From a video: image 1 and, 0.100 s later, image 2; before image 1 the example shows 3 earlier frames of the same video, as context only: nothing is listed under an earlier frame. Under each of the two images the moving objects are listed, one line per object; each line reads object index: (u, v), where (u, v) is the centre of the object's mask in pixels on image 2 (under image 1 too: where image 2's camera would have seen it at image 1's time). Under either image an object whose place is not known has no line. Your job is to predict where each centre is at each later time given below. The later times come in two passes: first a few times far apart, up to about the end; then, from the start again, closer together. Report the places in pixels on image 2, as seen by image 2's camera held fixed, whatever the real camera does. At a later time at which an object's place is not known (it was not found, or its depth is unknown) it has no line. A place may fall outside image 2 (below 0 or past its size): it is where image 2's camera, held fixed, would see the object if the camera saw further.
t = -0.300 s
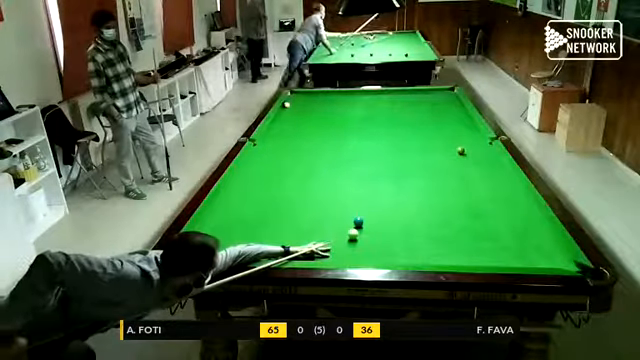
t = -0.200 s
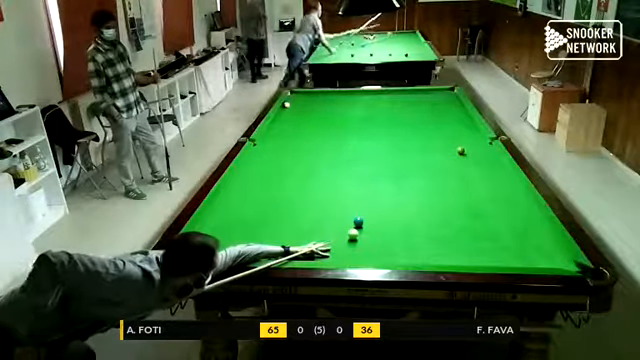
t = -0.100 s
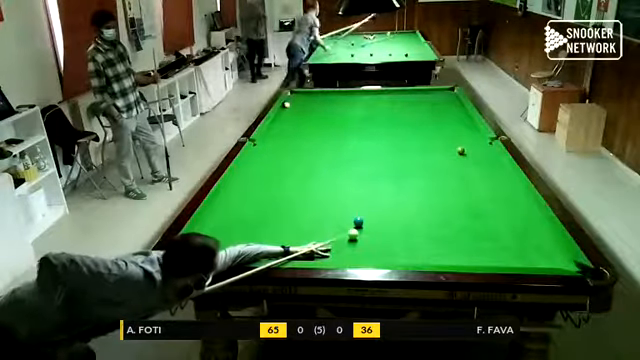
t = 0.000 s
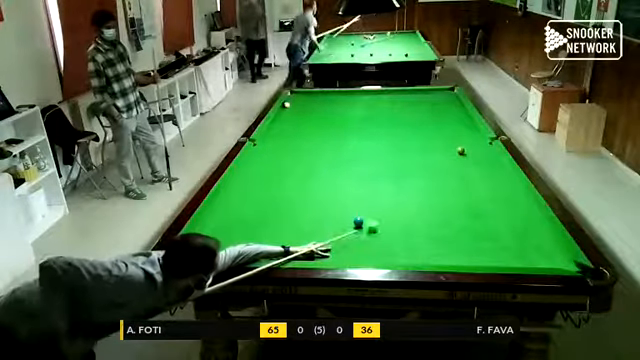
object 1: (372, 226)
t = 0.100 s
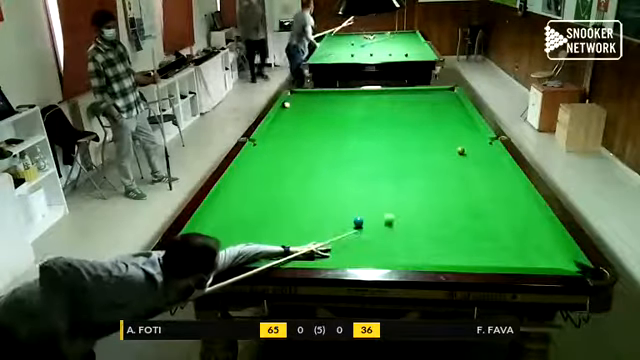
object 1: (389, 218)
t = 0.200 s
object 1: (403, 212)
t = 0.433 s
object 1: (437, 196)
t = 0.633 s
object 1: (463, 185)
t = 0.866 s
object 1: (489, 173)
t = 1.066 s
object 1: (496, 166)
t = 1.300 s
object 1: (473, 159)
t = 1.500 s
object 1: (456, 155)
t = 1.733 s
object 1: (436, 149)
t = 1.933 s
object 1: (421, 145)
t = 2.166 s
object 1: (406, 140)
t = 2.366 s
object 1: (394, 136)
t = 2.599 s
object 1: (381, 132)
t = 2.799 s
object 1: (372, 130)
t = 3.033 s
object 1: (361, 126)
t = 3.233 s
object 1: (352, 124)
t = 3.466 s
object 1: (343, 121)
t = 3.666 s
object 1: (336, 119)
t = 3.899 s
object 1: (329, 117)
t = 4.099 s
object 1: (323, 115)
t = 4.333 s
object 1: (316, 113)
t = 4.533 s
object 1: (311, 112)
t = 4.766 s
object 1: (306, 110)
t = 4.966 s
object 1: (302, 109)
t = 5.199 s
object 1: (296, 108)
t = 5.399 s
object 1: (295, 107)
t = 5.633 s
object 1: (289, 106)
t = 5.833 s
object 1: (289, 106)
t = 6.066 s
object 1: (287, 105)
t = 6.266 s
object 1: (287, 105)
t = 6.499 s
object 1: (286, 105)
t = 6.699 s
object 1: (286, 105)
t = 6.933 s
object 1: (286, 105)
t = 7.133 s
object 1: (286, 105)
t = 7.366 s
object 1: (286, 105)
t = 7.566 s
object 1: (286, 105)
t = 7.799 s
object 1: (286, 105)
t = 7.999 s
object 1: (286, 105)
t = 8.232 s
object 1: (286, 105)
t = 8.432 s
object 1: (286, 105)
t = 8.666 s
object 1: (286, 105)
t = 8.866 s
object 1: (286, 105)
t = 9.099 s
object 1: (286, 105)
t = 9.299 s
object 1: (286, 105)
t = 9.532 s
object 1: (286, 105)
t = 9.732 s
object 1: (286, 105)
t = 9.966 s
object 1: (286, 105)
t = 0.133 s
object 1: (393, 217)
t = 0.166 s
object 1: (398, 214)
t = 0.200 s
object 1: (403, 212)
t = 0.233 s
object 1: (408, 209)
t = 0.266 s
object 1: (414, 207)
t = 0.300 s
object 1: (419, 205)
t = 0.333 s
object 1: (423, 203)
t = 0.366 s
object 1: (428, 201)
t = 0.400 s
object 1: (433, 198)
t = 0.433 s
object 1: (437, 196)
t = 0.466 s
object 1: (442, 195)
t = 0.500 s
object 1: (446, 193)
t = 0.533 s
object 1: (451, 191)
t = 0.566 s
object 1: (454, 189)
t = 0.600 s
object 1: (458, 187)
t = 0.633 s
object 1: (463, 185)
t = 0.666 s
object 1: (466, 183)
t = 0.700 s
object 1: (471, 182)
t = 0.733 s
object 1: (475, 180)
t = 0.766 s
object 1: (478, 178)
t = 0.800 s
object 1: (482, 177)
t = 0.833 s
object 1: (485, 175)
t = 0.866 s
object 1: (489, 173)
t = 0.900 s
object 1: (493, 172)
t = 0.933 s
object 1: (496, 171)
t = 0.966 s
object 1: (500, 169)
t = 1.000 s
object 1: (503, 168)
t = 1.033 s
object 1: (500, 167)
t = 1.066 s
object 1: (496, 166)
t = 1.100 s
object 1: (493, 165)
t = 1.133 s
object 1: (489, 164)
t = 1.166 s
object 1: (486, 163)
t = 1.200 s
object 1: (483, 162)
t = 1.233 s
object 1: (480, 161)
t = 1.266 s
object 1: (475, 159)
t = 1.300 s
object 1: (473, 159)
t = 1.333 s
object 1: (471, 158)
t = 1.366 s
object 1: (467, 157)
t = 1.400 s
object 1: (466, 157)
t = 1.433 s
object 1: (461, 156)
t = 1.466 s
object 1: (458, 155)
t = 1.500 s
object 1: (456, 155)
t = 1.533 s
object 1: (452, 154)
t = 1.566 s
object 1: (450, 153)
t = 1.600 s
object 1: (447, 152)
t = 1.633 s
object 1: (444, 151)
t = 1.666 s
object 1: (442, 150)
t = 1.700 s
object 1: (439, 150)
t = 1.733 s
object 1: (436, 149)
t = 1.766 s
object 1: (433, 149)
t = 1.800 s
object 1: (431, 147)
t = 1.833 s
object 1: (429, 147)
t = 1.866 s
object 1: (426, 146)
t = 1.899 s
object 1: (424, 145)
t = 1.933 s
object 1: (421, 145)
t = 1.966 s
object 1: (419, 144)
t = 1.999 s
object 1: (417, 143)
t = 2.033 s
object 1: (414, 142)
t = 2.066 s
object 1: (413, 142)
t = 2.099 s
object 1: (410, 141)
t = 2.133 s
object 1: (408, 141)
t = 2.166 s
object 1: (406, 140)
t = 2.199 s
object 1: (404, 139)
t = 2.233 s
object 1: (402, 139)
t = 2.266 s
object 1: (399, 138)
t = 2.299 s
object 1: (397, 137)
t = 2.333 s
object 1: (395, 137)
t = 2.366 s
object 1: (394, 136)
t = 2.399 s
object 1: (392, 136)
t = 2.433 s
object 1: (390, 135)
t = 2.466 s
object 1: (388, 135)
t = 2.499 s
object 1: (386, 134)
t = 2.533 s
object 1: (384, 133)
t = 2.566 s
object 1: (382, 133)
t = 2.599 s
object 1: (381, 132)
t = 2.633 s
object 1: (379, 133)
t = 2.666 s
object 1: (378, 132)
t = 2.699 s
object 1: (376, 131)
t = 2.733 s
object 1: (374, 131)
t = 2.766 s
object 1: (373, 131)
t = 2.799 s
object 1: (372, 130)
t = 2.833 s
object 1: (370, 129)
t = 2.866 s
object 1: (368, 129)
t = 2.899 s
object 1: (367, 129)
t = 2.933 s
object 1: (364, 128)
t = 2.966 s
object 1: (363, 127)
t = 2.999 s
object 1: (363, 127)
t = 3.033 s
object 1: (361, 126)
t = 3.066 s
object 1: (358, 126)
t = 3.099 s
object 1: (358, 126)
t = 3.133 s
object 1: (357, 125)
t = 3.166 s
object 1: (356, 125)
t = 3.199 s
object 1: (353, 124)
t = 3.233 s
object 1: (352, 124)
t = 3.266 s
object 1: (351, 124)
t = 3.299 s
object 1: (350, 124)
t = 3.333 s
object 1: (349, 123)
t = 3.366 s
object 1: (348, 123)
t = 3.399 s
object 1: (346, 122)
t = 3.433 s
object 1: (345, 122)
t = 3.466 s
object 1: (343, 121)
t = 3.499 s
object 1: (343, 121)
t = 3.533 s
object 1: (341, 121)
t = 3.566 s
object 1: (341, 120)
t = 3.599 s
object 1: (339, 120)
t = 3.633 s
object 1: (337, 119)
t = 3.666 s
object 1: (336, 119)
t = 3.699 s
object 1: (335, 119)
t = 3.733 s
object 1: (334, 119)
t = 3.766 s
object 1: (333, 118)
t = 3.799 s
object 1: (332, 118)
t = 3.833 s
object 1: (331, 118)
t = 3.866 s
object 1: (330, 117)
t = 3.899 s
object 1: (329, 117)
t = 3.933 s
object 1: (328, 117)
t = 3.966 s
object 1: (327, 116)
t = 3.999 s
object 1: (326, 116)
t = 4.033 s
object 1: (324, 116)
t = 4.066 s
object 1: (323, 116)
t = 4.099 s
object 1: (323, 115)
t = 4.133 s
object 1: (322, 115)
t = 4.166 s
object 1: (321, 115)
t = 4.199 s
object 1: (318, 114)
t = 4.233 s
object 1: (318, 114)
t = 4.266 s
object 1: (318, 114)
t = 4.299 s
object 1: (316, 113)
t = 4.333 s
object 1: (316, 113)
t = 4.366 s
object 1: (316, 113)
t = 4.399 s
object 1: (315, 113)
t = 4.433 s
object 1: (314, 112)
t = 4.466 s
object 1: (314, 112)
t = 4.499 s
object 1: (312, 112)
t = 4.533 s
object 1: (311, 112)
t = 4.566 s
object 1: (311, 112)
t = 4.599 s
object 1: (310, 112)
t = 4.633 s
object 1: (309, 112)
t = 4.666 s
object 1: (308, 111)
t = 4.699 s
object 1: (308, 111)
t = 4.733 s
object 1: (306, 110)
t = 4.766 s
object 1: (306, 110)
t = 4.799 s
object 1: (305, 110)
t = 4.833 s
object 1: (304, 110)
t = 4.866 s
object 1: (302, 110)
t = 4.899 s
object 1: (302, 109)
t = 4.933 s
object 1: (302, 109)
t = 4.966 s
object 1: (302, 109)
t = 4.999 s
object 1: (302, 109)
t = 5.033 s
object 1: (300, 109)
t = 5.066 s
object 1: (299, 109)
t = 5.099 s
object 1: (299, 109)
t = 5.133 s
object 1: (298, 109)
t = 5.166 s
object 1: (298, 109)
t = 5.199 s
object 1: (296, 108)
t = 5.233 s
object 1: (295, 108)
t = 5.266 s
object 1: (295, 108)
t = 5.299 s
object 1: (295, 107)
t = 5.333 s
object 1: (295, 107)
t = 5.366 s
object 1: (295, 107)
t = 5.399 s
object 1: (295, 107)
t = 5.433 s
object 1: (294, 107)
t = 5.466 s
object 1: (292, 107)
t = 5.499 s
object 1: (292, 107)
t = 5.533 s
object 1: (291, 106)
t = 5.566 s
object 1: (290, 106)
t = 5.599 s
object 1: (289, 106)
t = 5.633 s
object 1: (289, 106)
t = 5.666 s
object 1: (289, 106)
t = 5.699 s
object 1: (289, 106)
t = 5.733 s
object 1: (289, 106)
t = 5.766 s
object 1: (289, 106)
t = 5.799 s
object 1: (289, 106)
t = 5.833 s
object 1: (289, 106)
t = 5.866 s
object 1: (288, 106)
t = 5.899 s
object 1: (288, 106)
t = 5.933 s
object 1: (288, 106)
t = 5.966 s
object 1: (288, 105)
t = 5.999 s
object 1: (287, 105)
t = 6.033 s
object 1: (287, 105)
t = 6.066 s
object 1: (287, 105)
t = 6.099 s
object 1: (287, 105)
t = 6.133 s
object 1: (287, 105)
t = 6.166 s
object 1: (287, 105)
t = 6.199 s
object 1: (287, 105)
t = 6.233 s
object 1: (287, 105)
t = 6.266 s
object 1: (287, 105)
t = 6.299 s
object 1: (287, 105)
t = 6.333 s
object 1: (287, 105)
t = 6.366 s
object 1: (287, 105)
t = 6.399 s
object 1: (287, 105)
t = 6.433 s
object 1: (286, 105)
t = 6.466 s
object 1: (287, 105)
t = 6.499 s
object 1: (286, 105)
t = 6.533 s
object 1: (286, 105)
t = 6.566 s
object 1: (286, 105)
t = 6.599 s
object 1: (286, 105)
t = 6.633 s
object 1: (286, 105)
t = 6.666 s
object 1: (286, 105)
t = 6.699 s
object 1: (286, 105)
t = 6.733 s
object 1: (286, 105)
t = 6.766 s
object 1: (286, 105)
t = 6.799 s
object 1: (286, 105)
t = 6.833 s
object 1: (286, 105)
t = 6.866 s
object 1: (286, 105)
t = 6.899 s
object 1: (286, 105)
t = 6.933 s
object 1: (286, 105)
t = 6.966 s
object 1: (286, 105)
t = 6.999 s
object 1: (286, 105)
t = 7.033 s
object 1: (286, 105)
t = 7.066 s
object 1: (286, 105)
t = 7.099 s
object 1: (286, 105)
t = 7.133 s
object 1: (286, 105)
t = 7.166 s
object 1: (286, 105)
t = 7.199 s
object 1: (286, 105)
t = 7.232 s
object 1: (286, 105)
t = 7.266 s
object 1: (286, 105)
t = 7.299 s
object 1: (286, 105)
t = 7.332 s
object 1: (286, 105)
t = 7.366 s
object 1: (286, 105)
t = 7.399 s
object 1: (285, 105)
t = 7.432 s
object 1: (286, 105)
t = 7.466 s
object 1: (286, 105)
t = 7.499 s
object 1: (286, 105)
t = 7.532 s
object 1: (286, 105)
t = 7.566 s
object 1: (286, 105)
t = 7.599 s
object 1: (286, 105)
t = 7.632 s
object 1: (286, 105)
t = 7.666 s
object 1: (286, 105)
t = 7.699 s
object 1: (286, 105)
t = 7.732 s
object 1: (286, 105)
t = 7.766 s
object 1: (286, 105)
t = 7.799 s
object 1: (286, 105)
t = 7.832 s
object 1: (286, 105)
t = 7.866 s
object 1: (286, 105)
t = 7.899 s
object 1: (286, 105)
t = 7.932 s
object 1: (286, 105)
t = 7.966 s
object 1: (286, 105)
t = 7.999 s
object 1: (286, 105)
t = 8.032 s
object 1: (286, 105)
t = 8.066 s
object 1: (286, 105)
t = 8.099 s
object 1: (286, 105)
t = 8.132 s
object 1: (286, 105)
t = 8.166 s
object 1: (286, 105)
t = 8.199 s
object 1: (286, 105)
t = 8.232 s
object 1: (286, 105)
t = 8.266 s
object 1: (286, 105)
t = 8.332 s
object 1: (286, 105)
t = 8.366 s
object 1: (286, 105)
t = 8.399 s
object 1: (286, 105)
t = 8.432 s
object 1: (286, 105)
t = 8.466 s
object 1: (286, 105)
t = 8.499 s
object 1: (286, 105)
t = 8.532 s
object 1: (286, 105)
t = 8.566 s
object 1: (286, 105)
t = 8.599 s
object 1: (286, 105)
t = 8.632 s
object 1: (286, 105)
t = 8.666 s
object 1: (286, 105)
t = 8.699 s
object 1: (286, 105)
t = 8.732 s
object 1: (286, 105)
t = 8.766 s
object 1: (286, 105)
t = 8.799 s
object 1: (286, 105)
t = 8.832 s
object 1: (286, 105)
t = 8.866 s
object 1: (286, 105)
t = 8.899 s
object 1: (286, 105)
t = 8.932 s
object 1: (286, 105)
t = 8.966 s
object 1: (286, 105)
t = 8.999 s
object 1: (286, 105)
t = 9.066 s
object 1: (286, 105)
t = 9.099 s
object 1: (286, 105)
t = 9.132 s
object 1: (286, 105)
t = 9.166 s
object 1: (286, 105)
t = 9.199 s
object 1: (286, 105)
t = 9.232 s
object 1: (286, 105)
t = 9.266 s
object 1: (286, 105)
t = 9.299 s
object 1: (286, 105)
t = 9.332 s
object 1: (286, 105)
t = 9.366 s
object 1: (286, 105)
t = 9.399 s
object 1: (286, 105)
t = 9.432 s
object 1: (286, 105)
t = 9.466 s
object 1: (286, 105)
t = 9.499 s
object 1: (286, 105)
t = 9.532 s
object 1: (286, 105)
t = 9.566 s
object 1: (286, 105)
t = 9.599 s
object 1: (286, 105)
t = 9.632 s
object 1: (286, 105)
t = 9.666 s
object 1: (286, 105)
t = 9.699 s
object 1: (286, 105)
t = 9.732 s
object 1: (286, 105)
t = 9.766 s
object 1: (286, 105)
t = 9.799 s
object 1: (286, 105)
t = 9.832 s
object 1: (286, 105)
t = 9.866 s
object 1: (286, 105)
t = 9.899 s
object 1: (286, 105)
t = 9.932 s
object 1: (286, 105)
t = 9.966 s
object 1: (286, 105)
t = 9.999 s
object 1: (286, 105)
